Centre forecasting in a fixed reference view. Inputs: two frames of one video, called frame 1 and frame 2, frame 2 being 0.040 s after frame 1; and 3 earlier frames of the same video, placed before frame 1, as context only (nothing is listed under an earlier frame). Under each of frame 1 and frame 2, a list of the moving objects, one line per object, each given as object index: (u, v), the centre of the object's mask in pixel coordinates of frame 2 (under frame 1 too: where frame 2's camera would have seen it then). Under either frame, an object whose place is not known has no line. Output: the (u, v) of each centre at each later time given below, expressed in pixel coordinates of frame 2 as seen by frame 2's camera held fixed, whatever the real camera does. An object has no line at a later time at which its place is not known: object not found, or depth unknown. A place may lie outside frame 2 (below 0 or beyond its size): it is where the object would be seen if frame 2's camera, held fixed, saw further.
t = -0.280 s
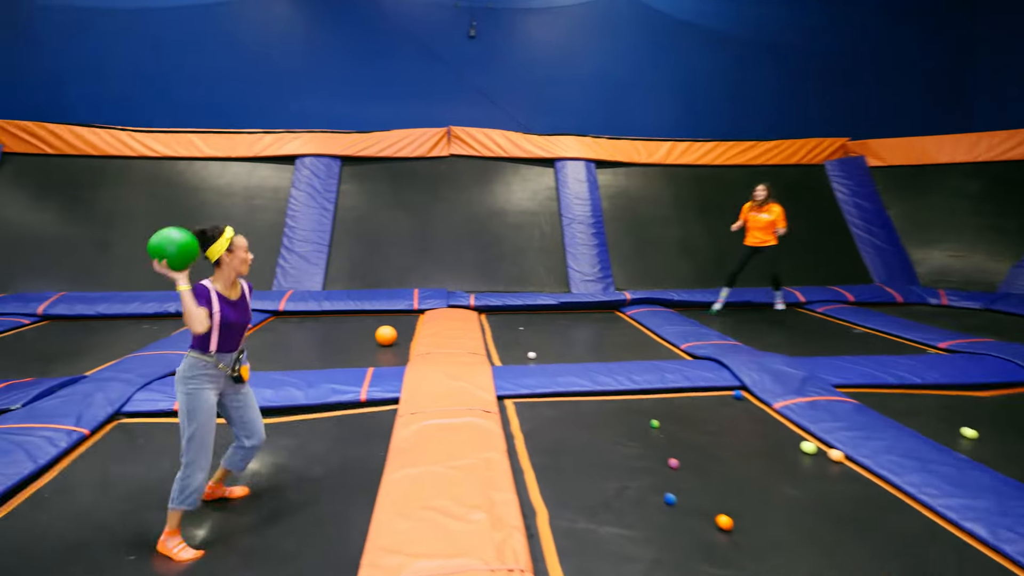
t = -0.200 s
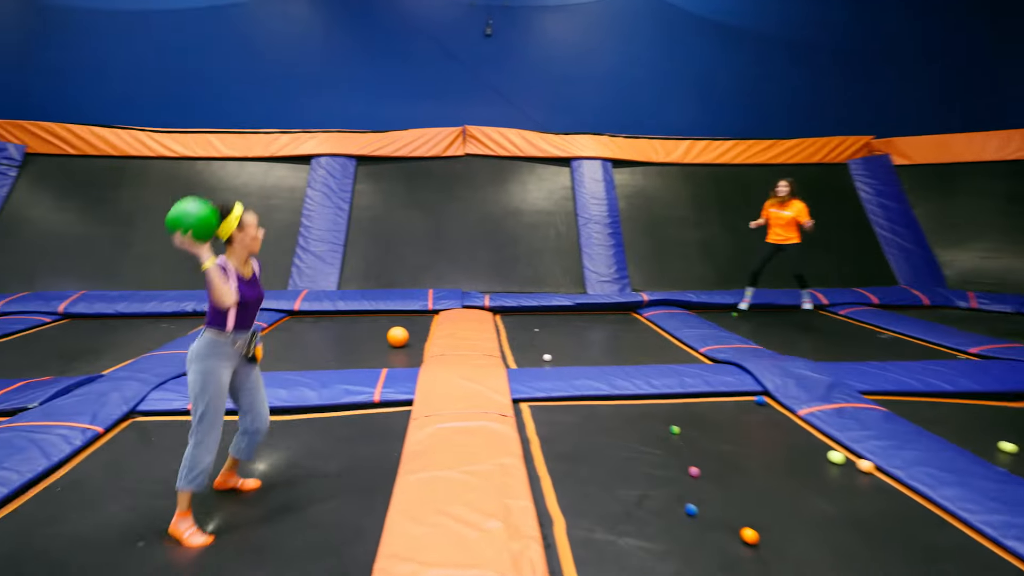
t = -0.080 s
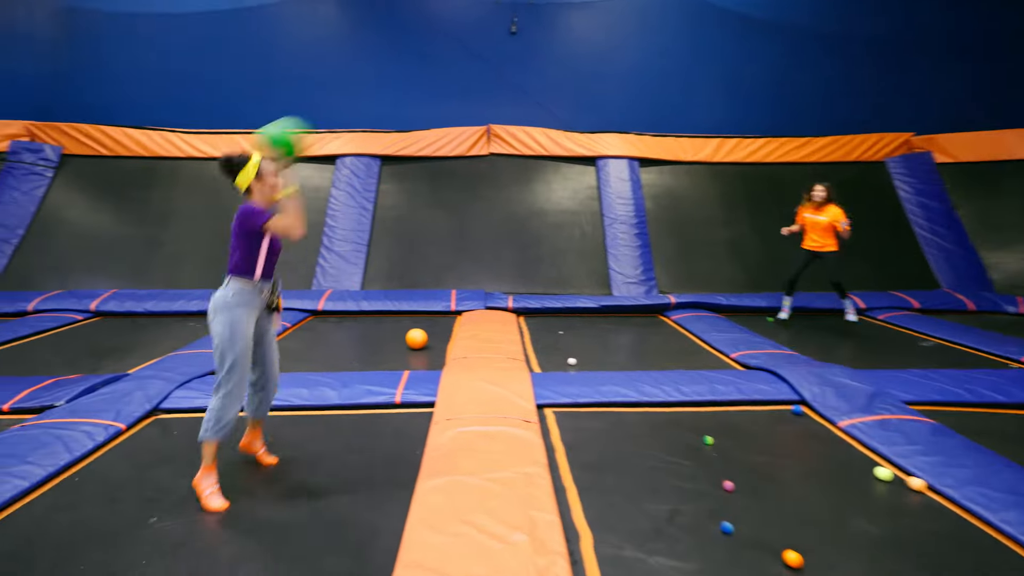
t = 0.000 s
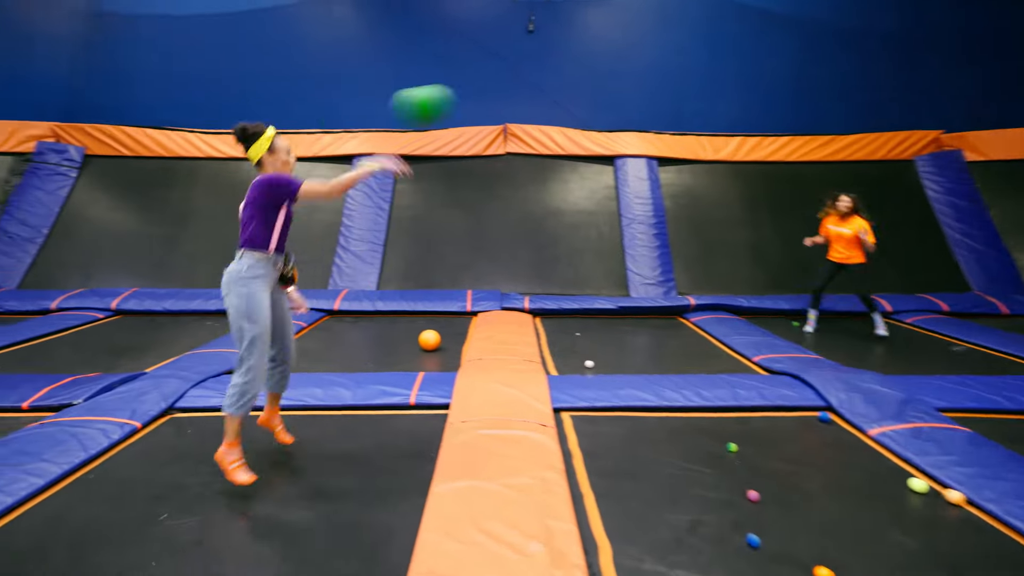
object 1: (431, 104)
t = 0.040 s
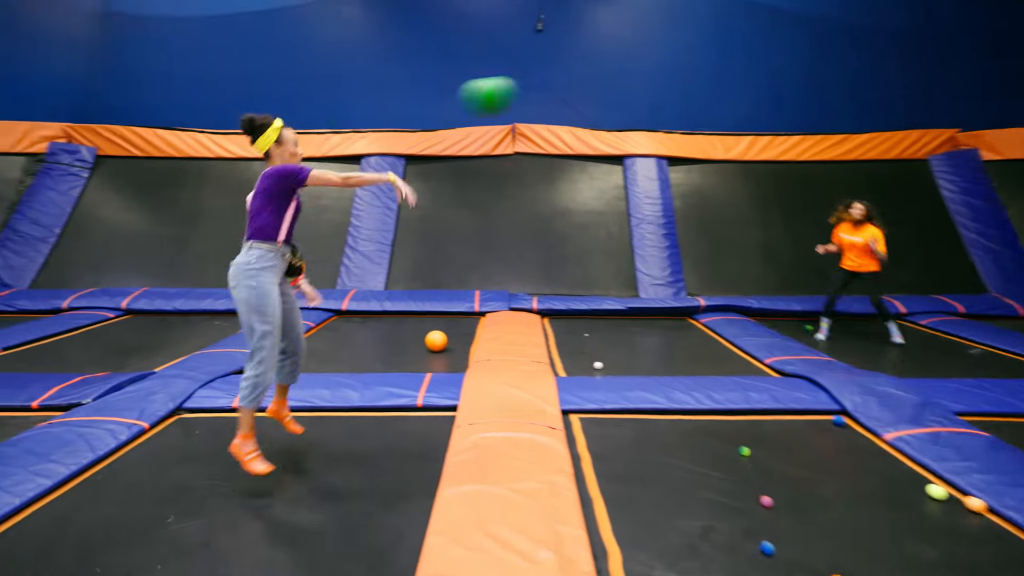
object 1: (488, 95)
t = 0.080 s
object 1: (539, 89)
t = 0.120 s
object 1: (584, 87)
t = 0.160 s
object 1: (624, 88)
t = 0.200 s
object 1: (660, 92)
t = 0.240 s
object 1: (691, 97)
